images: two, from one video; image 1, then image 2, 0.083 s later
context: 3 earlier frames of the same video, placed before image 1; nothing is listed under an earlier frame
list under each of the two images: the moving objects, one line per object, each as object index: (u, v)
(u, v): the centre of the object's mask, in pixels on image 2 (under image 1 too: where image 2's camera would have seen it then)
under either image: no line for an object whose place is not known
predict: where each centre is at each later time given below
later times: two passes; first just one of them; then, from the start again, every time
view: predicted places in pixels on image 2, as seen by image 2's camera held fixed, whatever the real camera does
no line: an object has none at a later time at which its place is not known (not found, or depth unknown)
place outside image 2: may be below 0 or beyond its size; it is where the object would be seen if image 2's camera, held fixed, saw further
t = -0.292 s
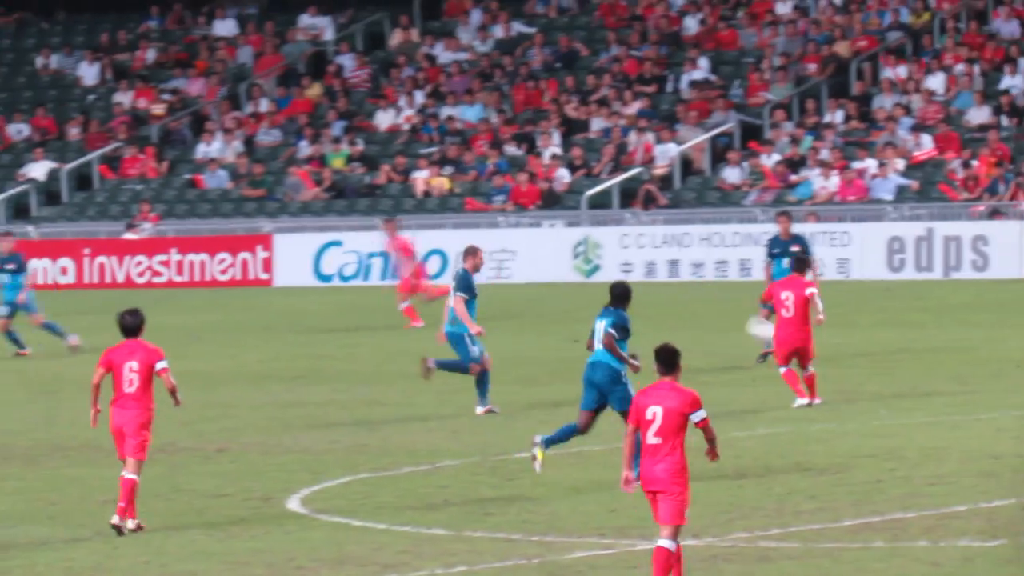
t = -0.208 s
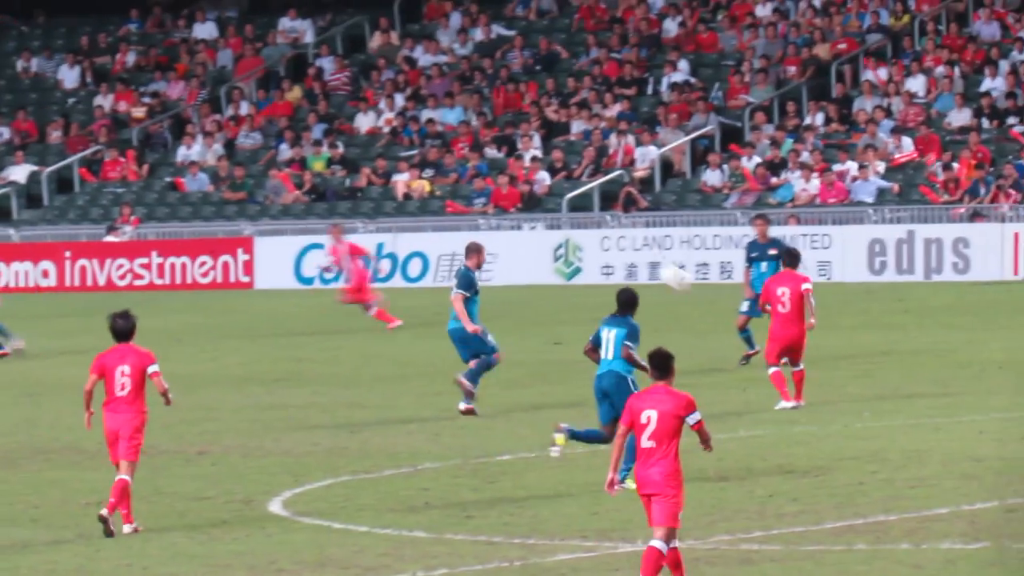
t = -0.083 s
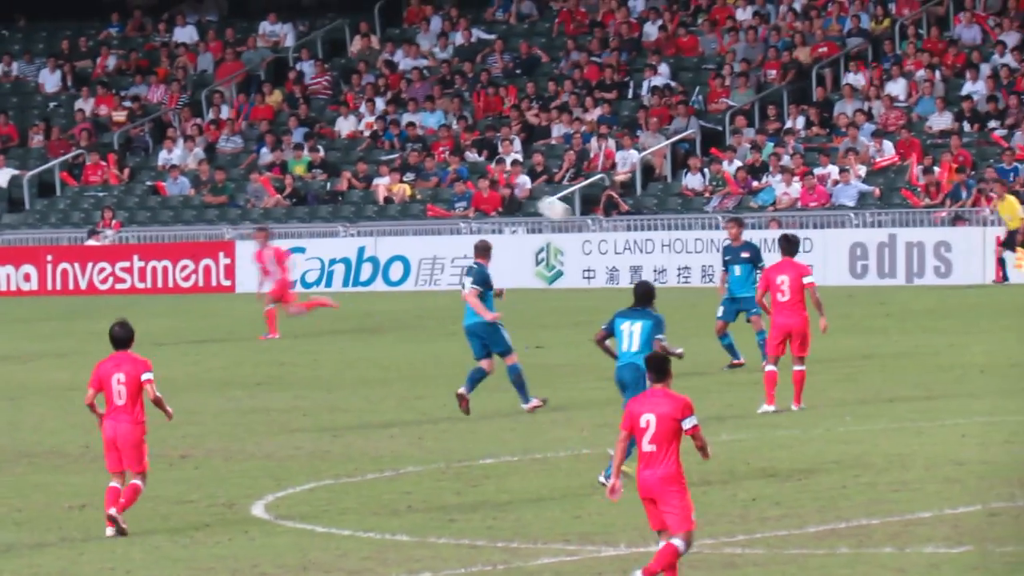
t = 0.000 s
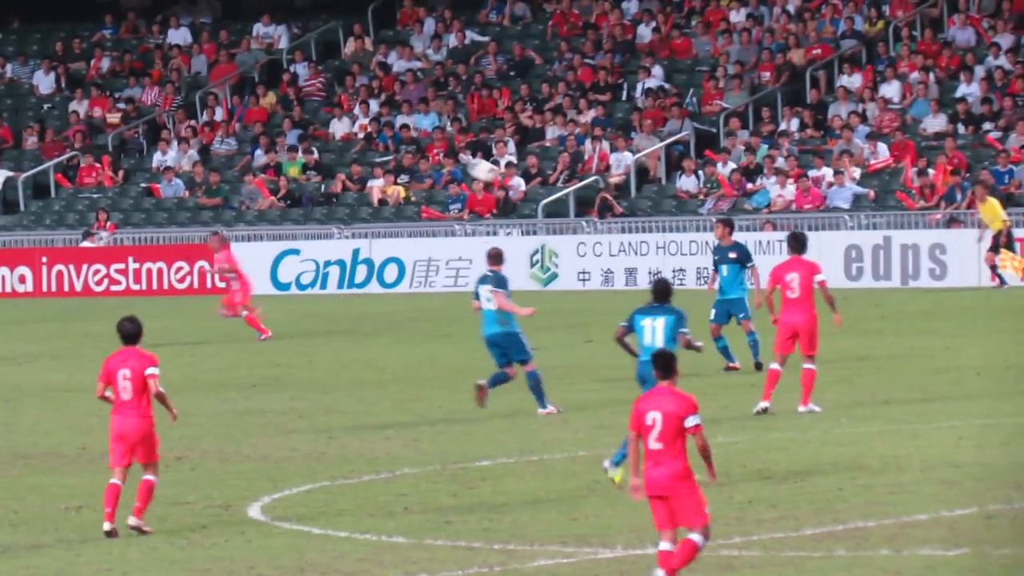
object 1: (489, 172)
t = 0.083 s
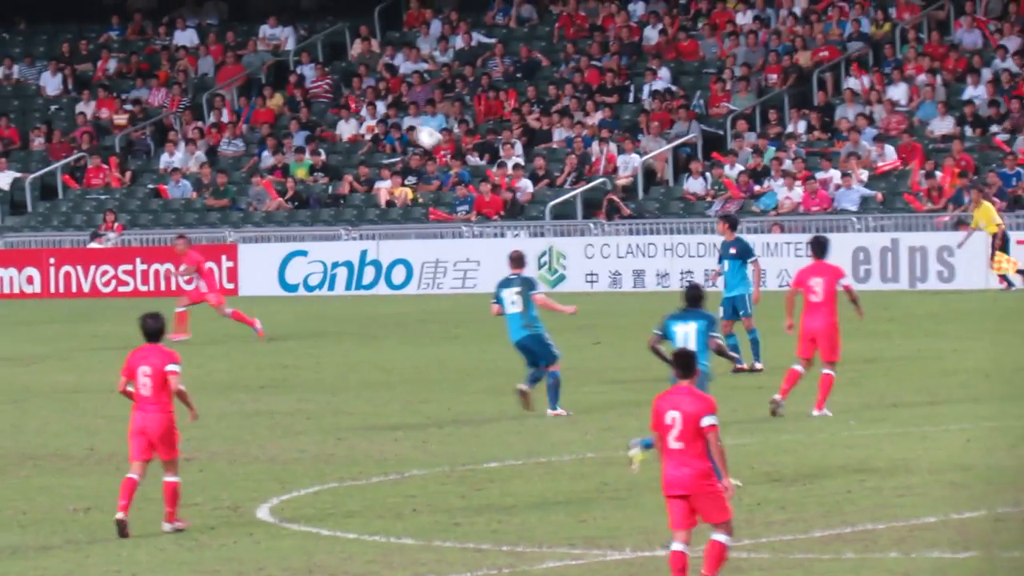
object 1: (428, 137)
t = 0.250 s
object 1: (311, 84)
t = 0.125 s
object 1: (398, 122)
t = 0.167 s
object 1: (368, 107)
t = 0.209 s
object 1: (340, 96)
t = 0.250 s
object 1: (311, 84)
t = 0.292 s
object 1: (283, 74)
